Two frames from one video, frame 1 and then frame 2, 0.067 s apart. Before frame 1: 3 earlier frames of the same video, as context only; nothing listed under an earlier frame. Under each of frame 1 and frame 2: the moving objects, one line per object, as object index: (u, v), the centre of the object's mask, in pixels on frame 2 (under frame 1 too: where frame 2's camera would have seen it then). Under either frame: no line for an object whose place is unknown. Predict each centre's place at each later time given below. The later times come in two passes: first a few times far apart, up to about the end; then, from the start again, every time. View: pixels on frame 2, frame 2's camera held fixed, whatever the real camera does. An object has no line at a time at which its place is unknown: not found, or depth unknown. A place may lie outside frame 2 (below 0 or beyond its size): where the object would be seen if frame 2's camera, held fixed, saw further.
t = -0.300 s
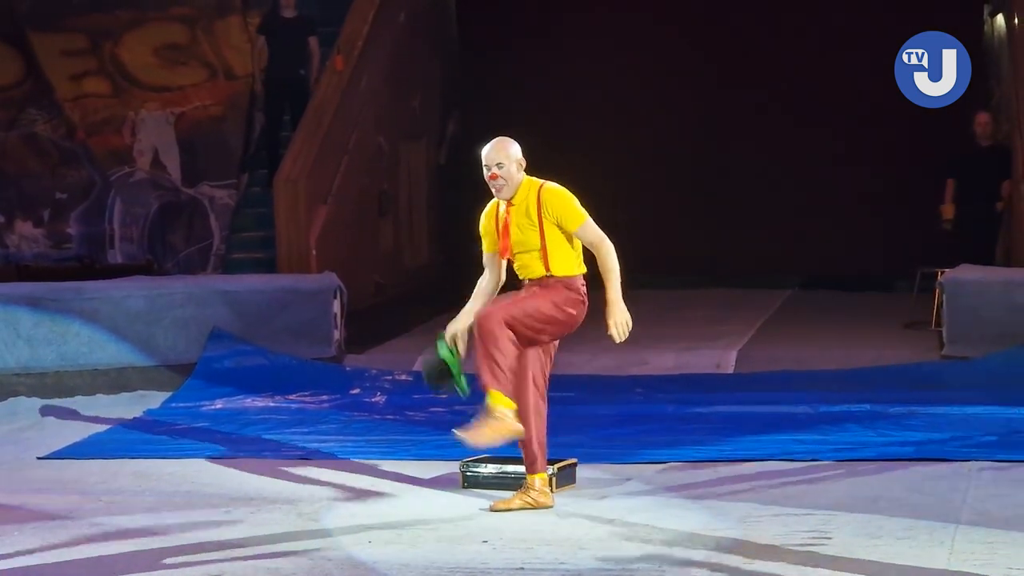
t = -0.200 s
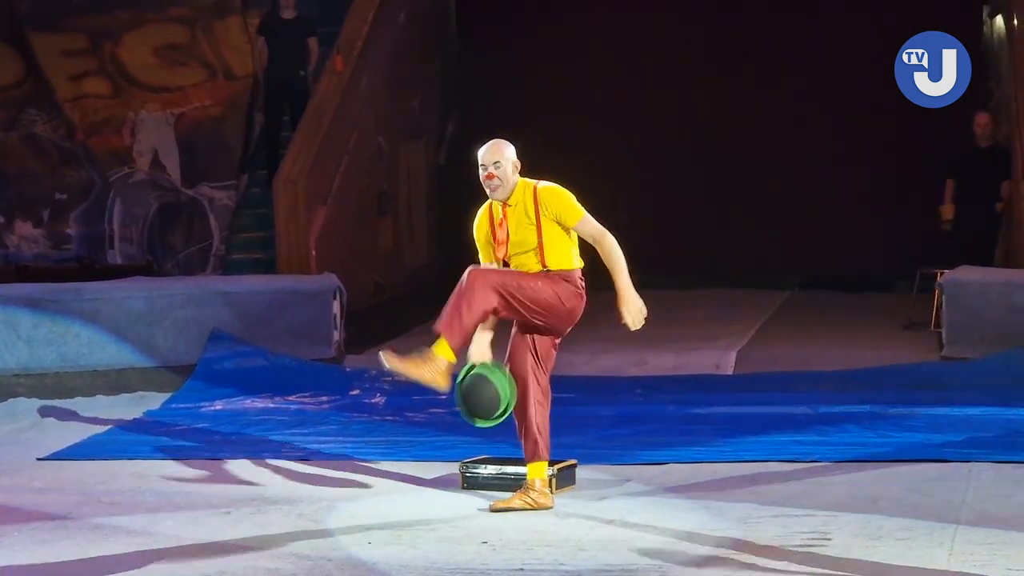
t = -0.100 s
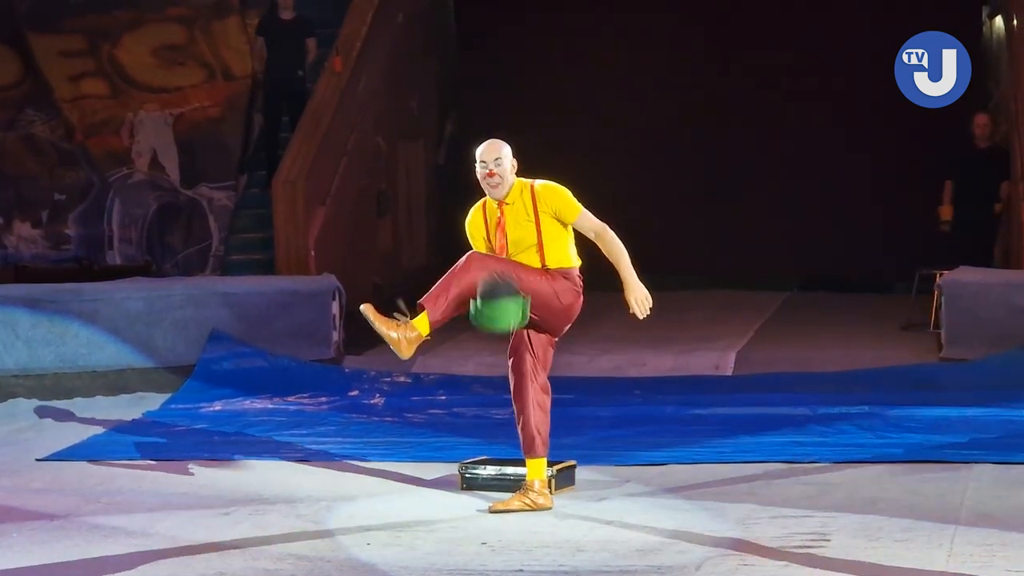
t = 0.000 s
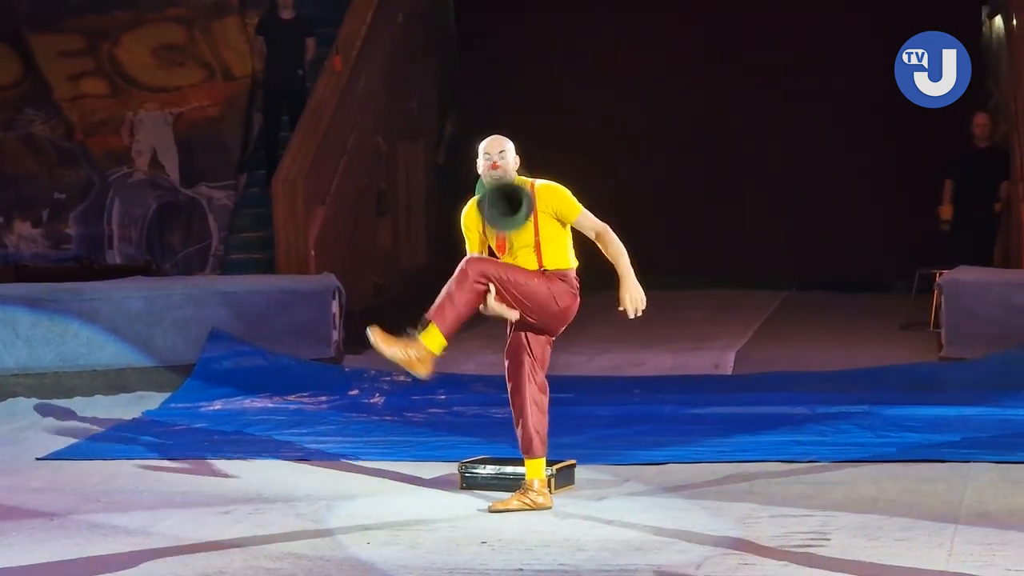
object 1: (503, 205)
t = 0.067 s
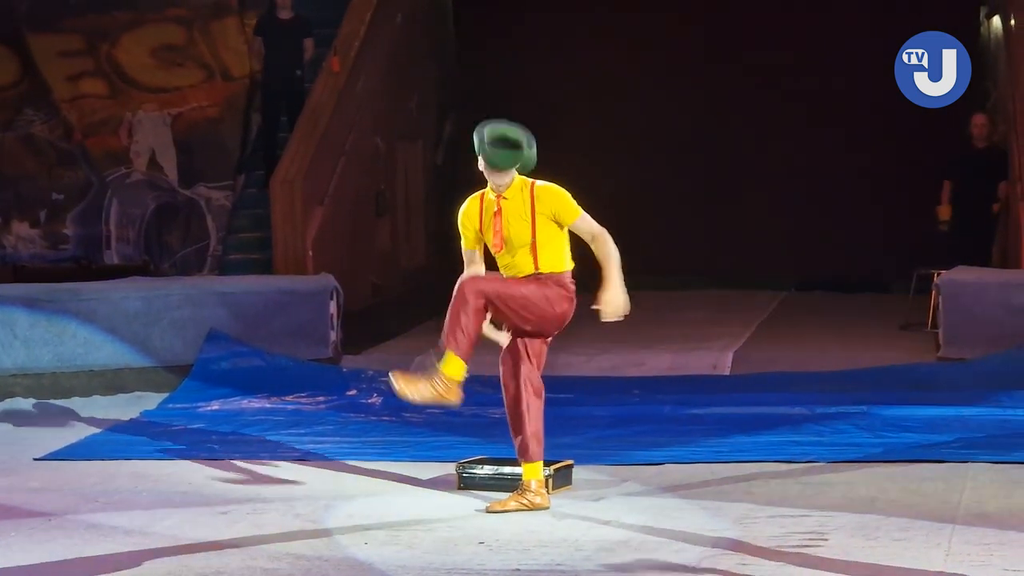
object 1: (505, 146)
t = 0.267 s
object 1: (513, 62)
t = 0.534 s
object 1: (529, 67)
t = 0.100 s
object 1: (506, 126)
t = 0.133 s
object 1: (508, 104)
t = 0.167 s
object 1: (509, 86)
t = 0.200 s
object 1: (510, 77)
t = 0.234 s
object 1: (512, 71)
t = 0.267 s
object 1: (513, 62)
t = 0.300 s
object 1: (515, 49)
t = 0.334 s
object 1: (518, 49)
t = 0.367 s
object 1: (521, 48)
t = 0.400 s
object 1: (523, 46)
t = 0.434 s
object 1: (525, 45)
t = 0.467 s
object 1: (525, 49)
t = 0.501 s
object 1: (526, 60)
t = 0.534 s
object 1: (529, 67)
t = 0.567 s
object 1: (531, 78)
